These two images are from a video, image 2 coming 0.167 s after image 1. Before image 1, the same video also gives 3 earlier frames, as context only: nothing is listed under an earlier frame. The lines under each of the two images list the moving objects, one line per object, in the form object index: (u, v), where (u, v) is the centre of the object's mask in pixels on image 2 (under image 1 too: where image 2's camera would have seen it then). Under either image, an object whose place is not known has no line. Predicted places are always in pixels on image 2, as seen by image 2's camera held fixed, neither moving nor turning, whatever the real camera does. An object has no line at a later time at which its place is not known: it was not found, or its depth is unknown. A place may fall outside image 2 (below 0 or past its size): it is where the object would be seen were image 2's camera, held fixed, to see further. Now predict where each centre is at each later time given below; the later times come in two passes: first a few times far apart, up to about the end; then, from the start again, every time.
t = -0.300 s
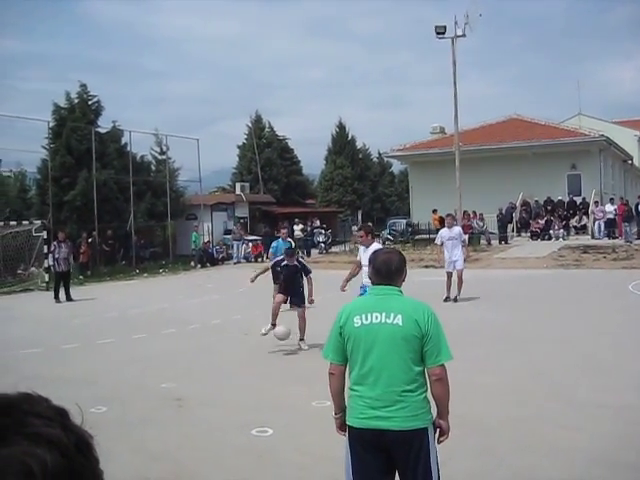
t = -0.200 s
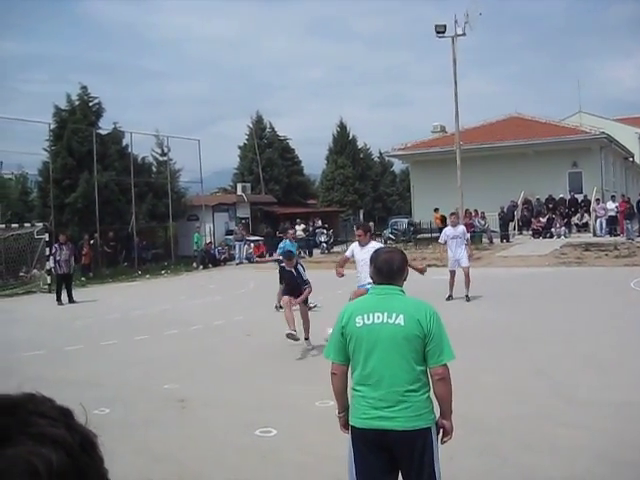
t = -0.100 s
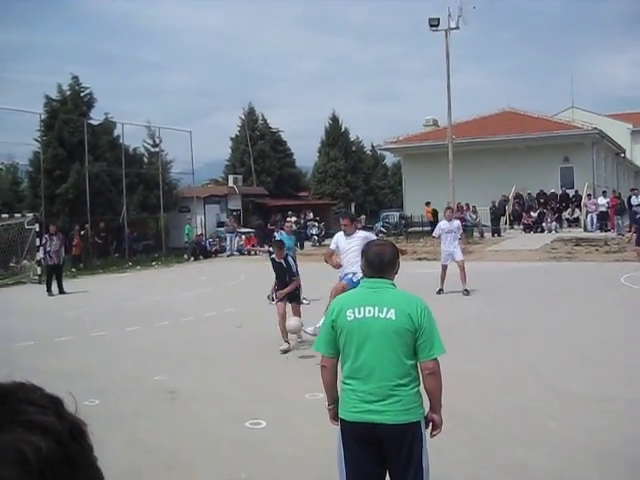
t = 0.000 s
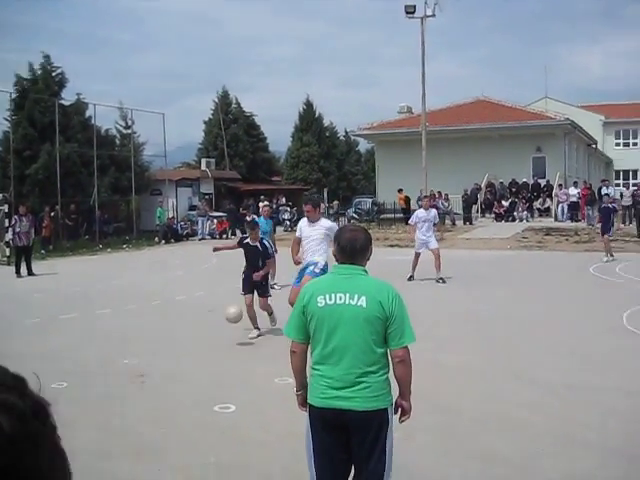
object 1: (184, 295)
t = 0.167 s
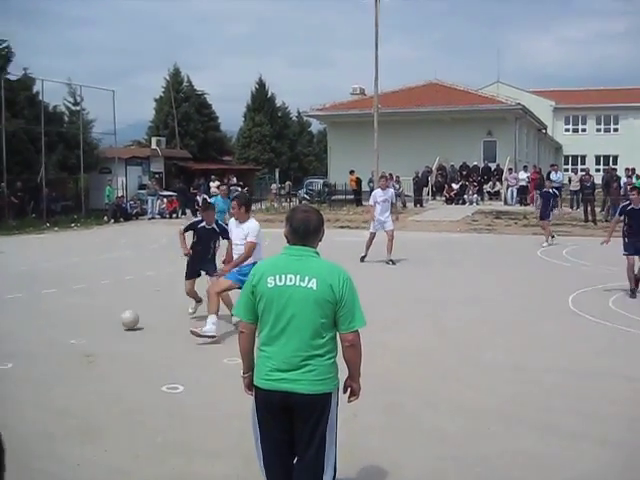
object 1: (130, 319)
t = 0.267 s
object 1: (105, 311)
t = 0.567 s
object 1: (39, 319)
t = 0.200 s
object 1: (121, 320)
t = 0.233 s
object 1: (113, 315)
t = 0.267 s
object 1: (105, 311)
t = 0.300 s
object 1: (97, 309)
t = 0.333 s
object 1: (90, 307)
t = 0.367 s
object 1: (82, 306)
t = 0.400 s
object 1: (75, 306)
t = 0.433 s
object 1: (68, 306)
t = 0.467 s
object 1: (60, 308)
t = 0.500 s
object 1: (53, 311)
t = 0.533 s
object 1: (46, 314)
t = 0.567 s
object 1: (39, 319)
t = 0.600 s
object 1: (33, 324)
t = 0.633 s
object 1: (26, 321)
